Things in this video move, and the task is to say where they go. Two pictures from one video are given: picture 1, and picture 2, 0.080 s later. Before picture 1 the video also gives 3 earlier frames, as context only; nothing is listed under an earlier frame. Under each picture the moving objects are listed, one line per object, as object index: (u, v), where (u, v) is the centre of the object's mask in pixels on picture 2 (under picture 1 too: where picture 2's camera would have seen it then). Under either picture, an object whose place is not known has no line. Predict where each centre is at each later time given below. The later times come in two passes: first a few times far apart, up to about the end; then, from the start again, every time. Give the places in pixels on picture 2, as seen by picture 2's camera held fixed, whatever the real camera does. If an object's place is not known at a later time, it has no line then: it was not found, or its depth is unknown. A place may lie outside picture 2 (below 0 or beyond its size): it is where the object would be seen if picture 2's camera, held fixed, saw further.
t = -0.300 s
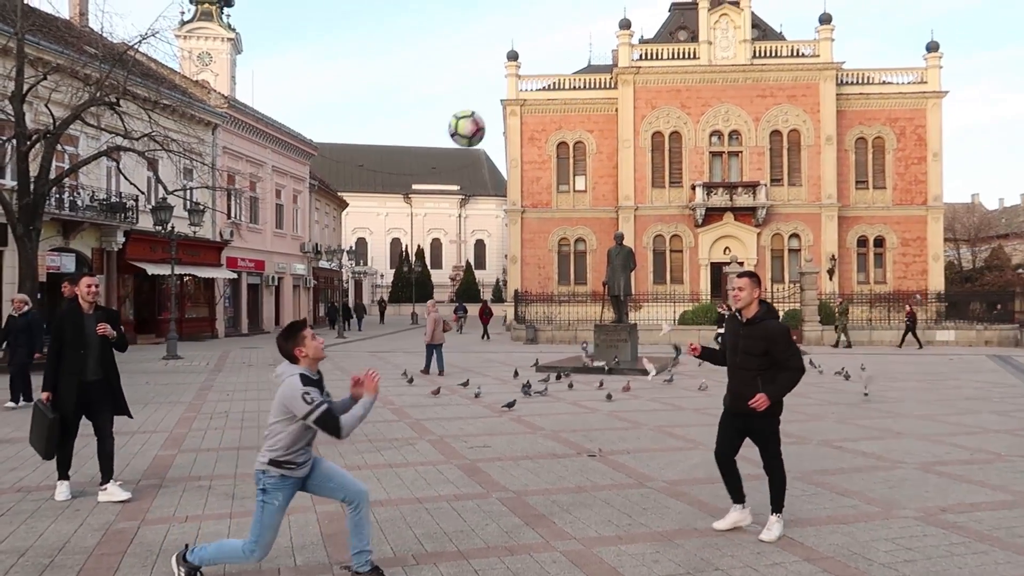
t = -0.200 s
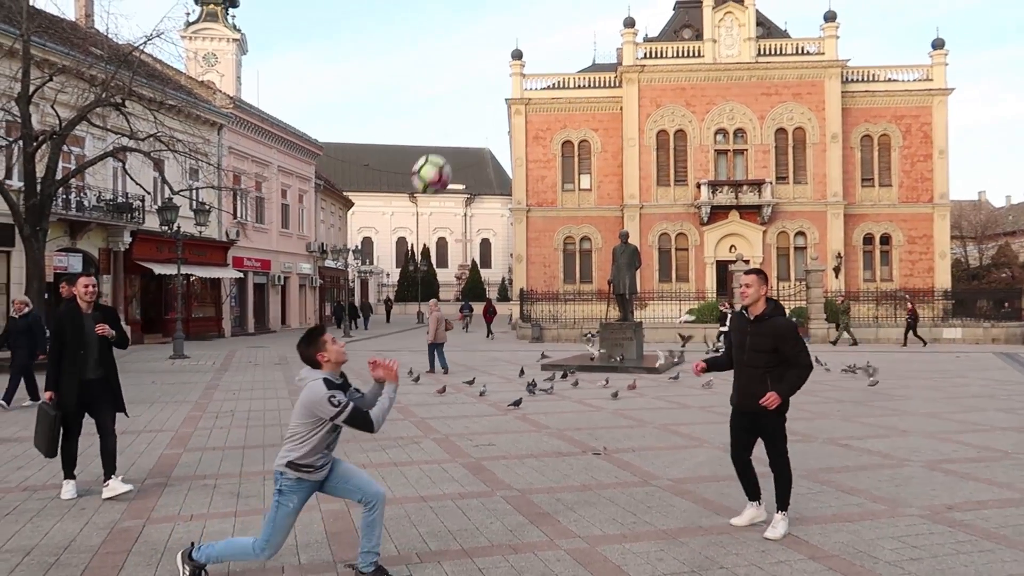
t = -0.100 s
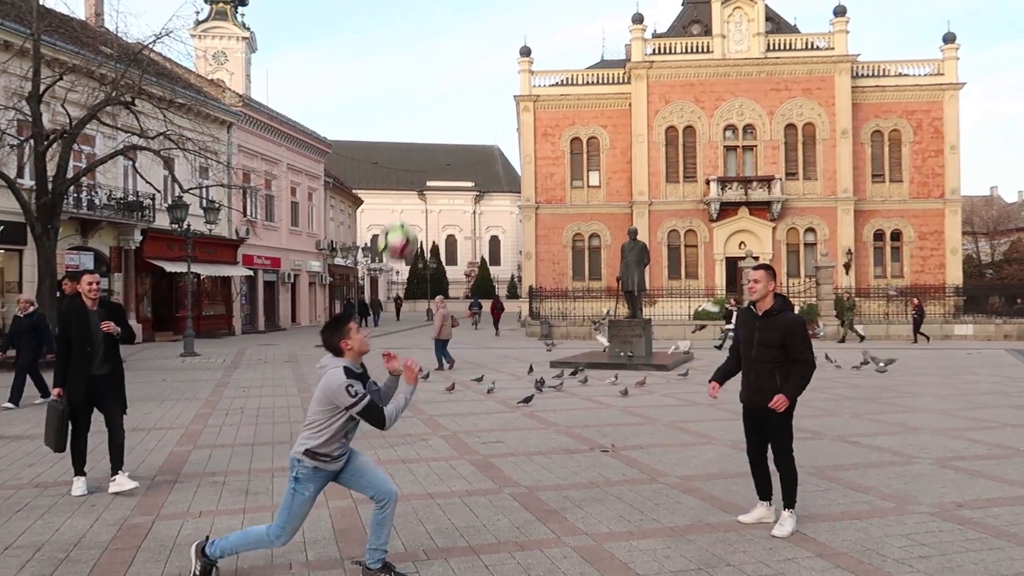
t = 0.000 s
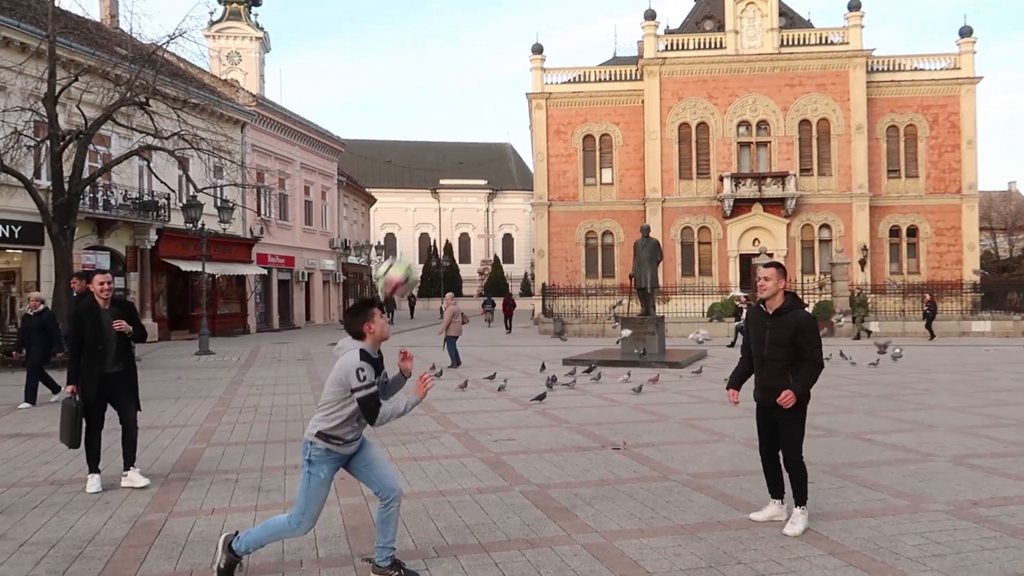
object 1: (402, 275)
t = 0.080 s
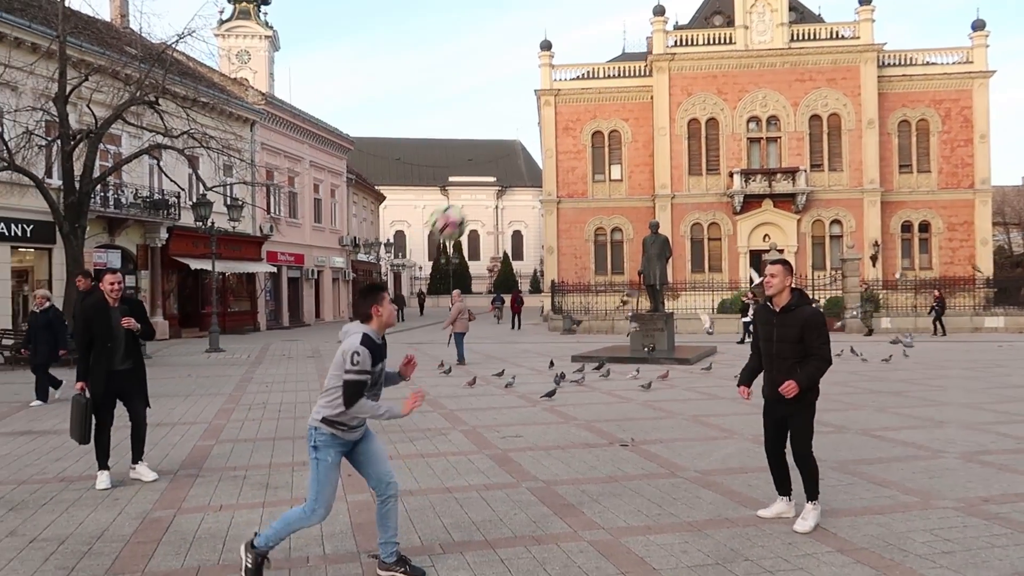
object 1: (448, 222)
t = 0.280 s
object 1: (543, 150)
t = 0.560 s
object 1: (653, 158)
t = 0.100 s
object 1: (458, 212)
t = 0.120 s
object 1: (468, 201)
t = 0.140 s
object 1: (478, 191)
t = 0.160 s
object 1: (488, 183)
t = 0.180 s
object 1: (496, 175)
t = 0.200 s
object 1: (505, 168)
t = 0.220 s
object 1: (514, 162)
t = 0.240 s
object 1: (522, 157)
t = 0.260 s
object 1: (532, 153)
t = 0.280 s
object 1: (543, 150)
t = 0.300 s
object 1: (552, 146)
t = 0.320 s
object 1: (559, 144)
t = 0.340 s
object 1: (568, 141)
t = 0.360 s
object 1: (576, 140)
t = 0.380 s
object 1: (583, 139)
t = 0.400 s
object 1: (592, 138)
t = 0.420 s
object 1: (598, 138)
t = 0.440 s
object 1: (606, 140)
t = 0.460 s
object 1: (615, 142)
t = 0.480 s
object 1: (623, 143)
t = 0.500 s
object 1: (630, 146)
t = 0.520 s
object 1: (637, 150)
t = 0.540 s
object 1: (646, 153)
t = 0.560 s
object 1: (653, 158)
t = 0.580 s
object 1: (661, 163)
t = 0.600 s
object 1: (667, 169)
